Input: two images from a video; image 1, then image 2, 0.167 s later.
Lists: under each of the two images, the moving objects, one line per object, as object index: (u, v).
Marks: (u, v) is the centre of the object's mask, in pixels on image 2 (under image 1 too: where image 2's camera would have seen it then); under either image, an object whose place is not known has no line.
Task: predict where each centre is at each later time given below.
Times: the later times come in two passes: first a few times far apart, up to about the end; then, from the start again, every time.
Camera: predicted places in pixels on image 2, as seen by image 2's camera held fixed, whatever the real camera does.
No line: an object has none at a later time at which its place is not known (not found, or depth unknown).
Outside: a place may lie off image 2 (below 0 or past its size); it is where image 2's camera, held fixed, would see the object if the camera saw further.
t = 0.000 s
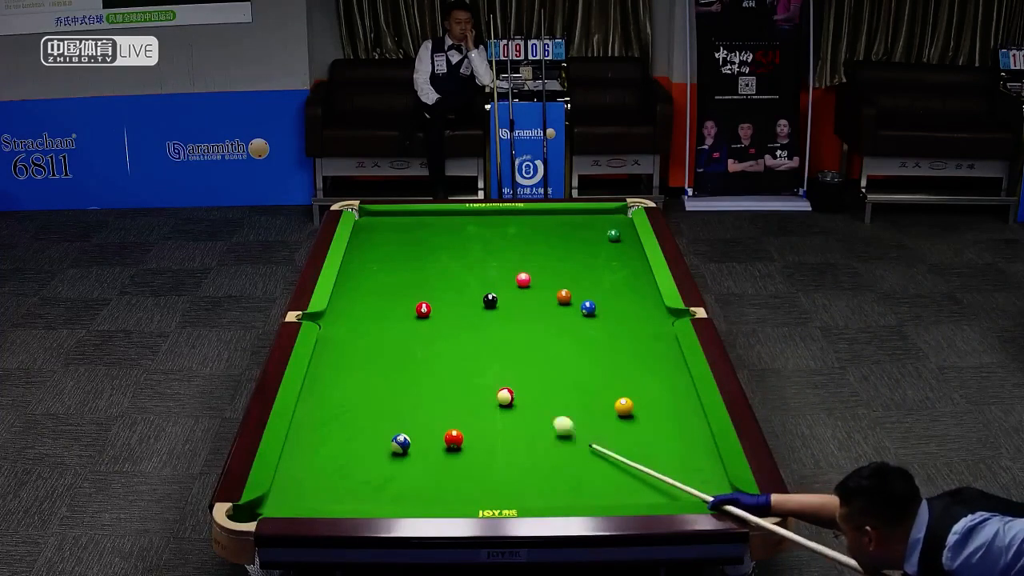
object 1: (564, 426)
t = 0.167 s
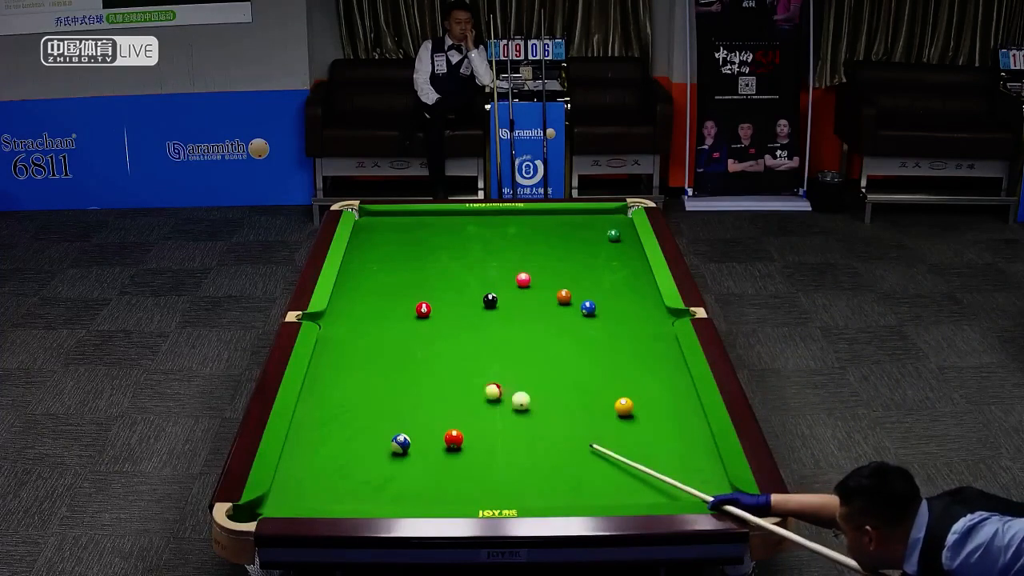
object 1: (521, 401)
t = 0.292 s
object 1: (525, 398)
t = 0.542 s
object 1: (532, 393)
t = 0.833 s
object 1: (539, 389)
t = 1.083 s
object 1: (544, 385)
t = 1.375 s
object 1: (548, 382)
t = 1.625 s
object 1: (551, 380)
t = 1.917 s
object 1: (554, 379)
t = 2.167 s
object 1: (555, 379)
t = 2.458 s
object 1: (555, 379)
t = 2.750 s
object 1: (555, 379)
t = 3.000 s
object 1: (554, 379)
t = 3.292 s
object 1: (555, 379)
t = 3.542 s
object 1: (554, 379)
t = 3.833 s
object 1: (554, 379)
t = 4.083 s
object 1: (554, 379)
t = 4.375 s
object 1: (554, 379)
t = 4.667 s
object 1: (554, 379)
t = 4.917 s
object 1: (554, 379)
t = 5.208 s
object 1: (555, 379)
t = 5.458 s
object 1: (554, 379)
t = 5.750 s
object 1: (554, 379)
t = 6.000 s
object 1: (554, 379)
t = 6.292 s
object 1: (555, 379)
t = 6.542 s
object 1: (554, 379)
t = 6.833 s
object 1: (554, 379)
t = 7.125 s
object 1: (554, 379)
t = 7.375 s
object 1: (555, 379)
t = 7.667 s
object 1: (554, 379)
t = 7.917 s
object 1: (554, 379)
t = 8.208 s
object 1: (555, 379)
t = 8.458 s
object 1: (555, 379)
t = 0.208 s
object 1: (522, 400)
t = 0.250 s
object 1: (523, 399)
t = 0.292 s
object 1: (525, 398)
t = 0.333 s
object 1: (526, 397)
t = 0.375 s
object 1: (527, 397)
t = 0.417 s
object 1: (528, 395)
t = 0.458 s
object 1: (530, 395)
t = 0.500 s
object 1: (531, 394)
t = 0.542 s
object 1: (532, 393)
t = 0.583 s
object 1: (533, 392)
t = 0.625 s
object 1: (534, 392)
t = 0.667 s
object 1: (535, 391)
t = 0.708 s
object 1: (536, 390)
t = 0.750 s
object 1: (537, 389)
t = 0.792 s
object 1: (538, 389)
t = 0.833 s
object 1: (539, 389)
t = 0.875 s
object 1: (539, 388)
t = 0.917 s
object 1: (540, 387)
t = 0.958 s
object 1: (541, 387)
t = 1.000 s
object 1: (542, 386)
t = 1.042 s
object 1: (543, 385)
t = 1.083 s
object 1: (544, 385)
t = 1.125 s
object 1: (544, 384)
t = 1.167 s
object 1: (545, 384)
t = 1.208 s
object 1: (546, 383)
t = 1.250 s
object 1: (547, 383)
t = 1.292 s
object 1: (547, 383)
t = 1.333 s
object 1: (548, 382)
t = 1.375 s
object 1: (548, 382)
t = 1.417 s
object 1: (549, 381)
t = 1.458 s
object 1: (549, 381)
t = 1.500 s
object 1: (550, 381)
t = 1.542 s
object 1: (550, 380)
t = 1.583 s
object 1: (551, 381)
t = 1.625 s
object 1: (551, 380)
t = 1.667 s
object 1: (552, 380)
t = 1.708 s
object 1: (552, 380)
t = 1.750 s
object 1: (553, 380)
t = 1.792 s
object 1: (553, 380)
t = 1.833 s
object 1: (553, 379)
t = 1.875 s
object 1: (554, 379)
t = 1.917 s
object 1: (554, 379)
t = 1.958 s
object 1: (554, 379)
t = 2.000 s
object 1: (555, 379)
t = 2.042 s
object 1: (554, 379)
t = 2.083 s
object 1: (554, 379)
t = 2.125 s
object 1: (554, 379)
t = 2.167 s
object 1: (555, 379)
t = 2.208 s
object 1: (554, 379)
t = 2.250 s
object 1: (555, 379)
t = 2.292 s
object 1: (555, 379)
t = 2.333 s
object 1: (555, 379)
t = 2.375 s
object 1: (555, 379)
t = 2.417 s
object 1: (555, 379)
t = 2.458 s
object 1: (555, 379)
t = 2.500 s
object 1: (555, 379)
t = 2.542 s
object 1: (555, 379)
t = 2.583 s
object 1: (555, 379)
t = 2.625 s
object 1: (555, 379)
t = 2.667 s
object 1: (554, 379)
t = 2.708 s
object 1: (555, 379)
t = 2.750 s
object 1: (555, 379)
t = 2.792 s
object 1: (555, 379)
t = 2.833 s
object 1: (555, 379)
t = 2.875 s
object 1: (555, 379)
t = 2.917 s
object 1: (555, 379)
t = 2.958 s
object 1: (555, 379)
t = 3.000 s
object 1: (554, 379)
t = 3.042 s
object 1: (554, 379)
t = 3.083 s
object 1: (554, 379)
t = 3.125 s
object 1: (555, 379)
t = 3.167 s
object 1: (555, 379)
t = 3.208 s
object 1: (555, 379)
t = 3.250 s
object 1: (555, 379)
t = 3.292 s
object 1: (555, 379)
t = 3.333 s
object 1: (555, 379)
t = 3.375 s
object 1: (555, 379)
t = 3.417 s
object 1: (555, 379)
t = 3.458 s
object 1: (554, 379)
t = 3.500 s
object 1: (554, 379)
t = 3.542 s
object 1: (554, 379)
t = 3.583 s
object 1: (554, 379)
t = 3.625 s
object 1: (554, 379)
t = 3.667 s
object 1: (554, 379)
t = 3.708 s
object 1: (554, 379)
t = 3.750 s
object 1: (554, 379)
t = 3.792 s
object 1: (554, 379)
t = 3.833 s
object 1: (554, 379)
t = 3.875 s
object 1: (554, 379)
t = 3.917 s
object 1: (554, 379)
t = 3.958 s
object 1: (554, 379)
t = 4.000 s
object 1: (554, 379)
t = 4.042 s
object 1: (554, 379)
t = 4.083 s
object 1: (554, 379)
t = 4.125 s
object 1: (554, 379)
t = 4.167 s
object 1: (554, 379)
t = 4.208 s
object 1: (554, 379)
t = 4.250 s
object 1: (554, 379)
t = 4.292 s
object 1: (554, 379)
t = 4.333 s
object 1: (555, 379)
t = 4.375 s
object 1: (554, 379)
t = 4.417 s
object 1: (555, 379)
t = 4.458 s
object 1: (555, 379)
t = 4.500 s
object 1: (555, 379)
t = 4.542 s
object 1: (555, 379)
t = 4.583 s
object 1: (555, 379)
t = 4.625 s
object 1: (555, 379)
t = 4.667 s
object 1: (554, 379)
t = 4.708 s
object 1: (554, 379)
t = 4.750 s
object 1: (554, 379)
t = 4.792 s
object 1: (555, 379)
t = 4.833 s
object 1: (554, 379)
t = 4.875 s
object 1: (554, 379)
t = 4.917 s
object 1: (554, 379)
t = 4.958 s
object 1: (555, 379)
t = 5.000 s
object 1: (554, 379)
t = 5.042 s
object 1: (554, 379)
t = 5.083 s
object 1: (554, 379)
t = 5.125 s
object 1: (554, 379)
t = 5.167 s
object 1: (555, 379)
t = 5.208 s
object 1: (555, 379)
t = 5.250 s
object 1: (554, 379)
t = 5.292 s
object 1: (554, 379)
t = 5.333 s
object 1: (554, 379)
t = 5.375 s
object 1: (554, 379)
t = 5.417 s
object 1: (554, 379)
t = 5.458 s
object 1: (554, 379)
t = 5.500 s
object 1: (554, 379)
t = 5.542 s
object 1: (554, 379)
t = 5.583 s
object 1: (554, 379)
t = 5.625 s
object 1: (554, 379)
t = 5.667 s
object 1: (554, 379)
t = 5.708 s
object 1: (554, 379)
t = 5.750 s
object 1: (554, 379)
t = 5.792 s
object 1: (554, 379)
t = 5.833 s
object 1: (554, 379)
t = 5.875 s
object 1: (554, 379)
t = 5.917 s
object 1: (554, 379)
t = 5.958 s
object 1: (554, 379)
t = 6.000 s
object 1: (554, 379)
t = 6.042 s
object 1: (554, 379)
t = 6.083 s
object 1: (554, 379)
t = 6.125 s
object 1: (554, 379)
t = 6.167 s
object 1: (554, 379)
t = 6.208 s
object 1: (555, 379)
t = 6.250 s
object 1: (555, 379)
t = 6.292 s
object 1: (555, 379)
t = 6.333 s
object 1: (555, 379)
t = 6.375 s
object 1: (555, 379)
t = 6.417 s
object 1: (555, 379)
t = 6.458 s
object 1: (554, 379)
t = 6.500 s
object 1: (554, 379)
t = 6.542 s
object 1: (554, 379)
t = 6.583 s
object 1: (554, 379)
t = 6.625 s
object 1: (554, 379)
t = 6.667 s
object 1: (555, 379)
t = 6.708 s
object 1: (554, 379)
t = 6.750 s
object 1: (554, 379)
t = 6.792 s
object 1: (555, 379)
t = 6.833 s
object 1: (554, 379)
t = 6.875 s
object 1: (555, 379)
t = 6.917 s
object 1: (554, 379)
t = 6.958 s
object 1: (555, 379)
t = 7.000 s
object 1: (555, 379)
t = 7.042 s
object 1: (554, 379)
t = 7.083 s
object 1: (554, 379)
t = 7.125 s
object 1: (554, 379)
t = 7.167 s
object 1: (555, 379)
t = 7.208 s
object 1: (555, 379)
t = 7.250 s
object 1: (555, 379)
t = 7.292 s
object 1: (554, 379)
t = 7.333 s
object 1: (554, 379)
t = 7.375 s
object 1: (555, 379)
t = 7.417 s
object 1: (555, 379)
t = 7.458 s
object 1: (554, 379)
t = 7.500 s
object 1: (555, 379)
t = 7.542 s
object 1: (554, 379)
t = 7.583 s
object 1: (555, 379)
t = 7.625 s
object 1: (555, 379)
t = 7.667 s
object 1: (554, 379)
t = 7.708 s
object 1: (554, 379)
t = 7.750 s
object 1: (555, 379)
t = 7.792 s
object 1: (555, 379)
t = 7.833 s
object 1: (555, 379)
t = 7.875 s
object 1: (554, 379)
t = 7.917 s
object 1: (554, 379)
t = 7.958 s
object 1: (554, 379)
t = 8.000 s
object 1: (554, 379)
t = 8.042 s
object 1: (555, 379)
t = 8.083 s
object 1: (554, 379)
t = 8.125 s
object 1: (554, 379)
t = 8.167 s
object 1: (555, 379)
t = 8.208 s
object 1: (555, 379)
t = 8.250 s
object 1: (555, 379)
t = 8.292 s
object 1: (555, 379)
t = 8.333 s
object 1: (555, 379)
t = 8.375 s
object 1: (555, 379)
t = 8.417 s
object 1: (555, 379)
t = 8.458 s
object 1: (555, 379)
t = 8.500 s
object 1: (555, 379)
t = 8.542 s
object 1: (555, 379)
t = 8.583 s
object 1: (555, 379)
